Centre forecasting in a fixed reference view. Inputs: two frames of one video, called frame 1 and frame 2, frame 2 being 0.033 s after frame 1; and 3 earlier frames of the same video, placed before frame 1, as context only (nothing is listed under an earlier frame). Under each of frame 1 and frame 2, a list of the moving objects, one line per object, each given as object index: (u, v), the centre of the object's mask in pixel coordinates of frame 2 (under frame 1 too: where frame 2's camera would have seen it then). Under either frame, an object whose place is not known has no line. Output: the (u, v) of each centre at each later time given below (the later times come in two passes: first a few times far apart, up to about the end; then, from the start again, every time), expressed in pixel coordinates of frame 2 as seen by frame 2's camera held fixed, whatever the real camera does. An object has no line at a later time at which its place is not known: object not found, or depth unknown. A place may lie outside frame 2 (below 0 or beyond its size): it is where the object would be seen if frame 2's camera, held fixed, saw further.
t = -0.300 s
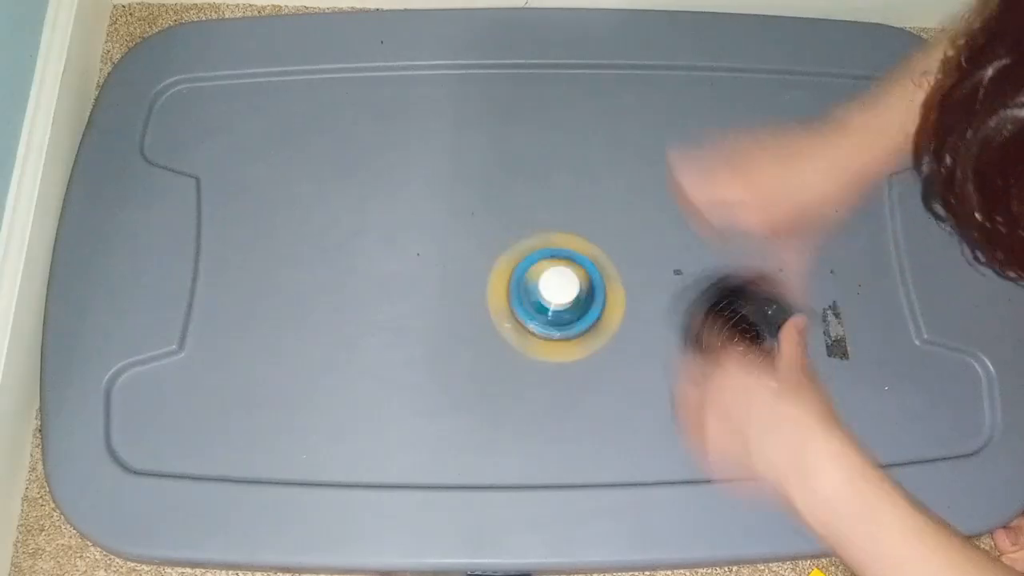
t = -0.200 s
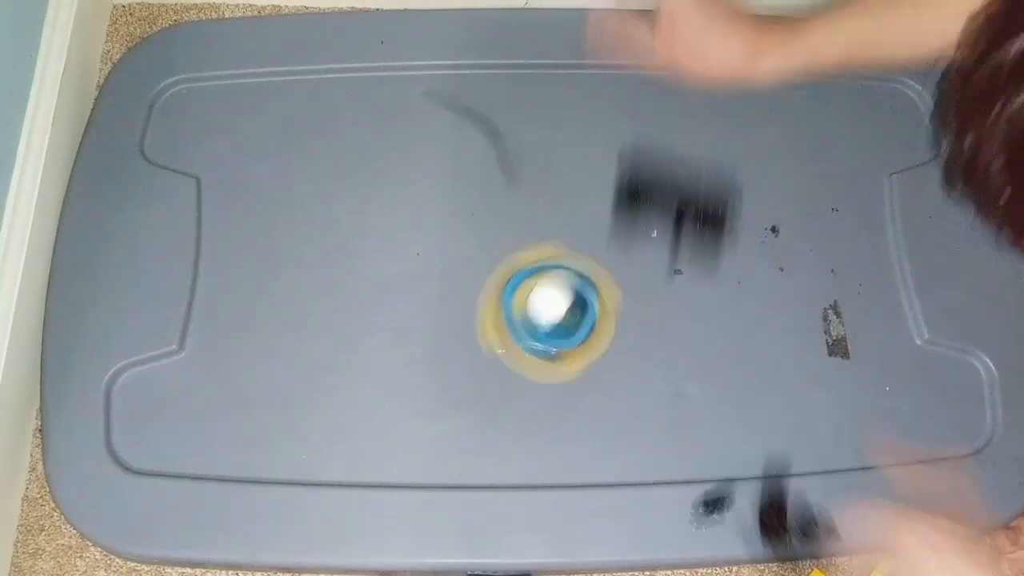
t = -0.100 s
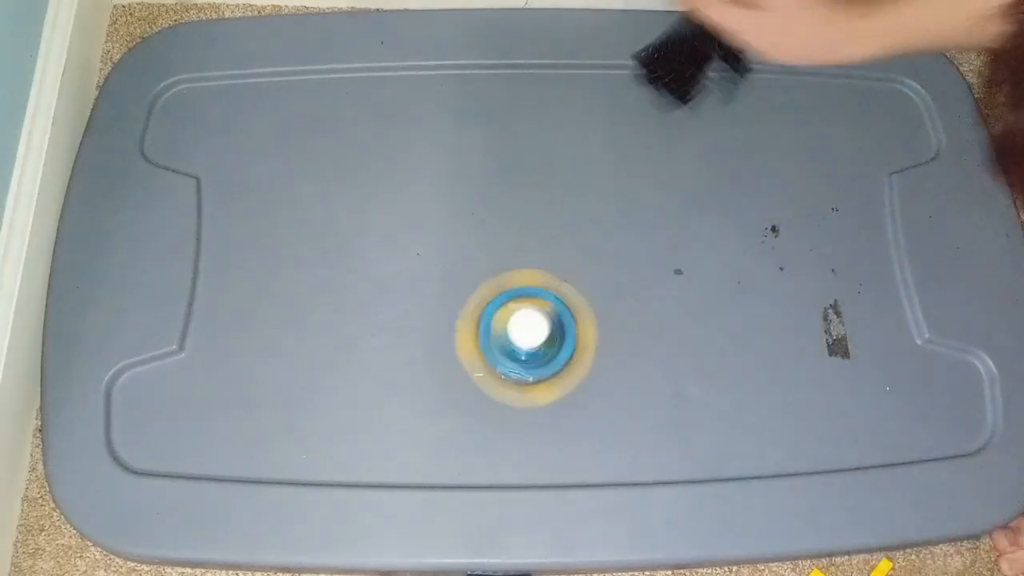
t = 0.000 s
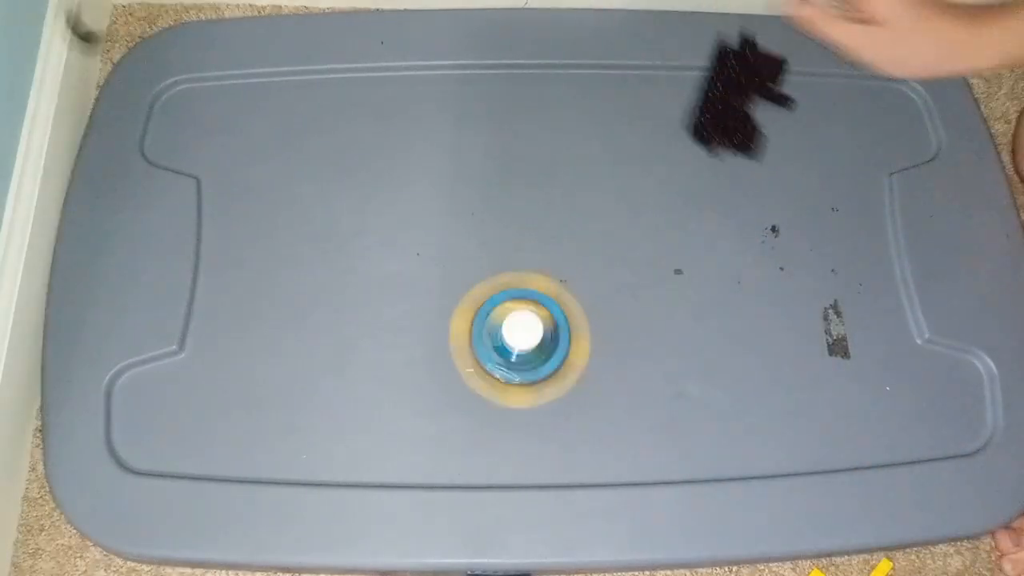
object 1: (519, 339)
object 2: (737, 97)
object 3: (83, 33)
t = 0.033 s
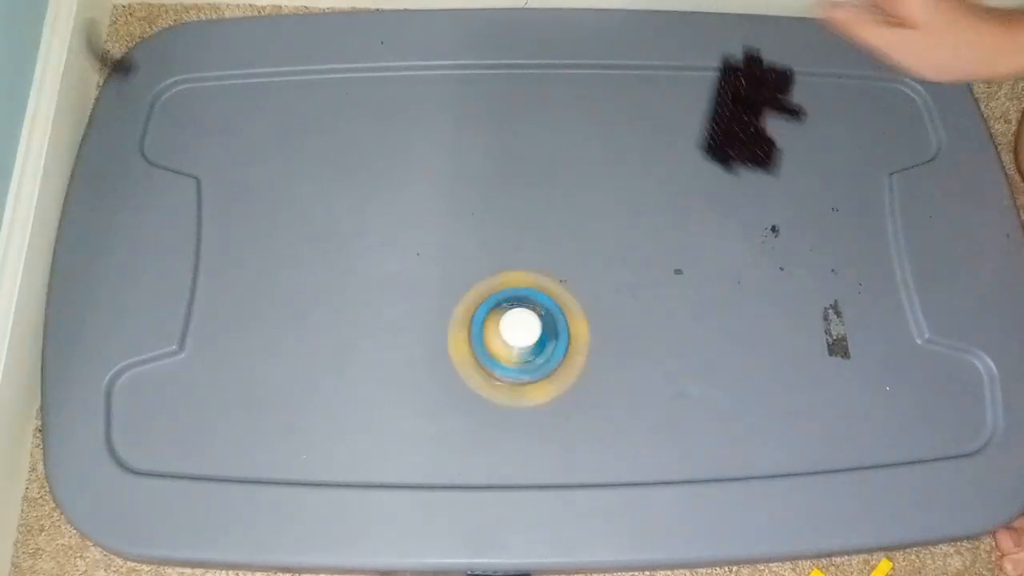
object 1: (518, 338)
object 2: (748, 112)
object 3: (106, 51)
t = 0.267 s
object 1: (513, 333)
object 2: (770, 150)
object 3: (270, 227)
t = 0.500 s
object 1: (509, 323)
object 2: (770, 150)
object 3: (328, 287)
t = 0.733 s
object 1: (514, 309)
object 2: (770, 150)
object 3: (328, 287)
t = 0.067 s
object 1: (517, 338)
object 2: (757, 128)
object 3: (137, 88)
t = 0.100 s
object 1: (516, 338)
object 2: (764, 138)
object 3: (172, 136)
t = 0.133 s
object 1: (516, 337)
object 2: (767, 145)
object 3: (188, 152)
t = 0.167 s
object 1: (515, 336)
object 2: (770, 148)
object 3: (205, 171)
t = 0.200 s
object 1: (514, 336)
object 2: (770, 150)
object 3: (231, 192)
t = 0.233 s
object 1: (513, 335)
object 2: (770, 150)
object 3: (241, 212)
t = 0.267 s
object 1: (513, 333)
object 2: (770, 150)
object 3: (270, 227)
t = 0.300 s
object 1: (512, 332)
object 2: (770, 150)
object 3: (282, 244)
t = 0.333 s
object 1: (512, 331)
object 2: (770, 150)
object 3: (295, 261)
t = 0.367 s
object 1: (511, 330)
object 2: (770, 150)
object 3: (309, 273)
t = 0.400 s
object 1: (510, 328)
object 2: (770, 150)
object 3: (317, 279)
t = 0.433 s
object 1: (510, 327)
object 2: (770, 150)
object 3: (323, 284)
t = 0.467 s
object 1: (510, 325)
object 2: (770, 150)
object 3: (326, 287)
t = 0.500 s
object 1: (509, 323)
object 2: (770, 150)
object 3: (328, 287)
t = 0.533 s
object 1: (510, 322)
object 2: (770, 150)
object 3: (328, 287)
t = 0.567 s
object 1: (510, 319)
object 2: (770, 150)
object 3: (328, 287)
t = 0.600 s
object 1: (511, 317)
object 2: (770, 150)
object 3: (328, 287)
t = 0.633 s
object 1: (511, 315)
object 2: (770, 150)
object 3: (328, 287)
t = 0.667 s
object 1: (512, 313)
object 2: (770, 150)
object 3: (328, 287)
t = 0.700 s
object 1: (513, 311)
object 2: (770, 150)
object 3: (328, 287)
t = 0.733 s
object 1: (514, 309)
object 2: (770, 150)
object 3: (328, 287)
